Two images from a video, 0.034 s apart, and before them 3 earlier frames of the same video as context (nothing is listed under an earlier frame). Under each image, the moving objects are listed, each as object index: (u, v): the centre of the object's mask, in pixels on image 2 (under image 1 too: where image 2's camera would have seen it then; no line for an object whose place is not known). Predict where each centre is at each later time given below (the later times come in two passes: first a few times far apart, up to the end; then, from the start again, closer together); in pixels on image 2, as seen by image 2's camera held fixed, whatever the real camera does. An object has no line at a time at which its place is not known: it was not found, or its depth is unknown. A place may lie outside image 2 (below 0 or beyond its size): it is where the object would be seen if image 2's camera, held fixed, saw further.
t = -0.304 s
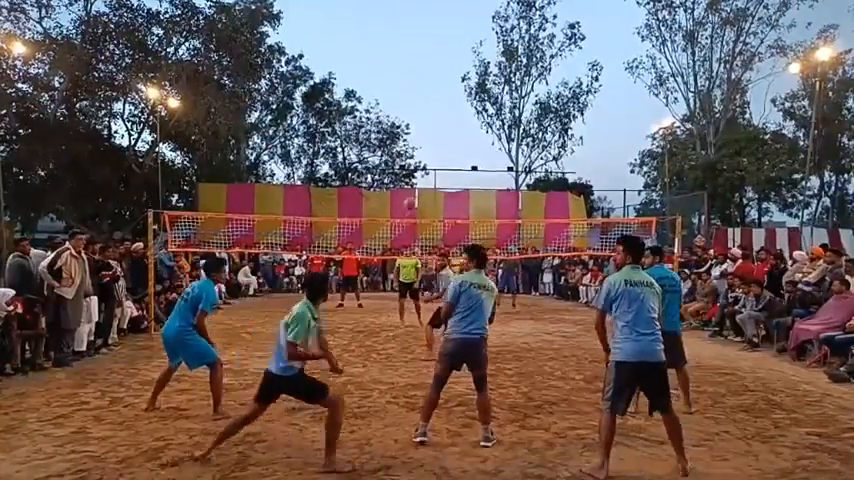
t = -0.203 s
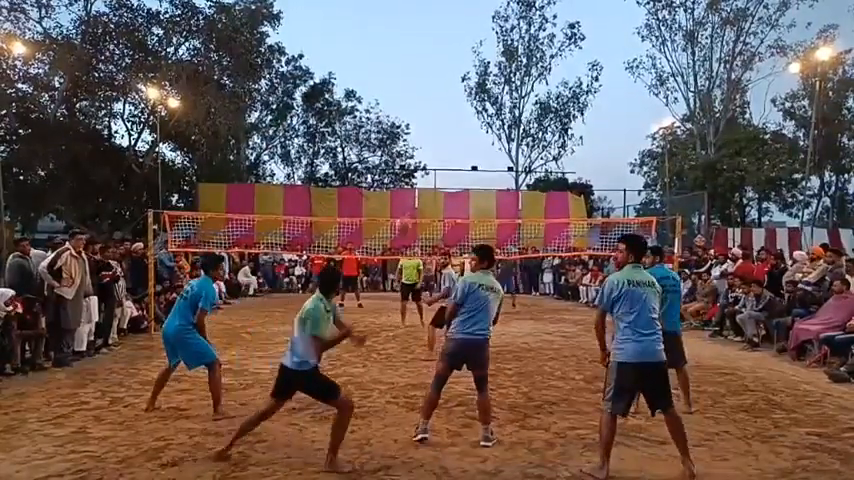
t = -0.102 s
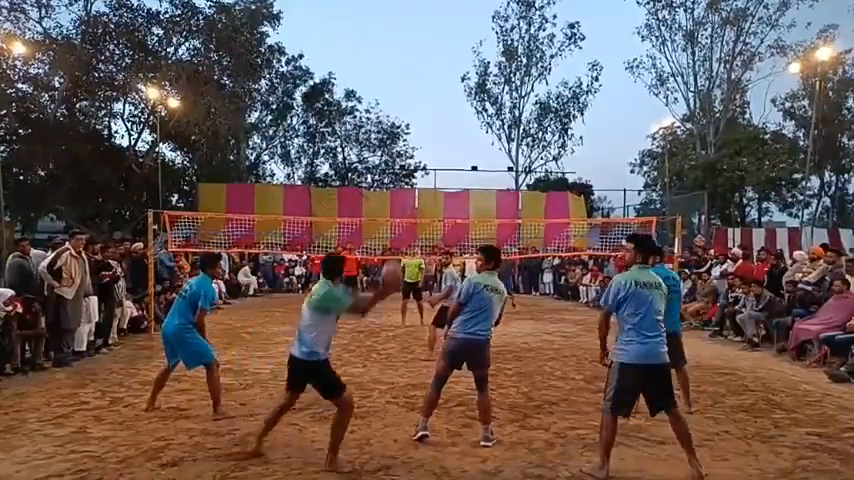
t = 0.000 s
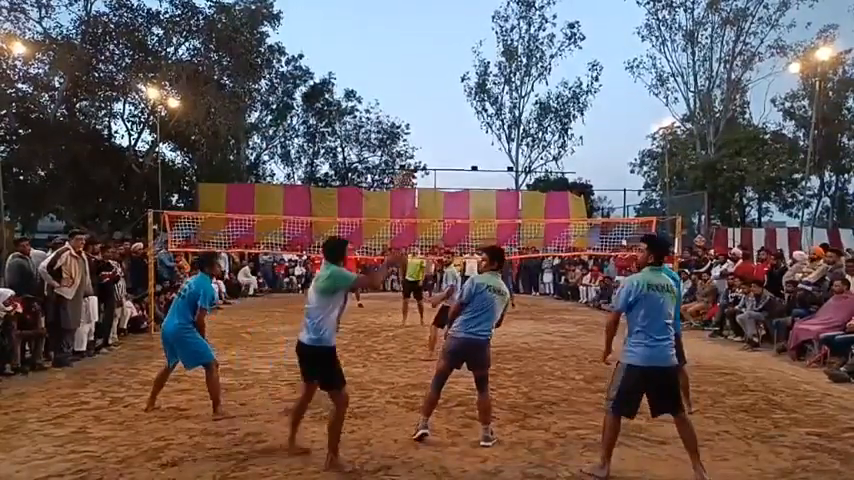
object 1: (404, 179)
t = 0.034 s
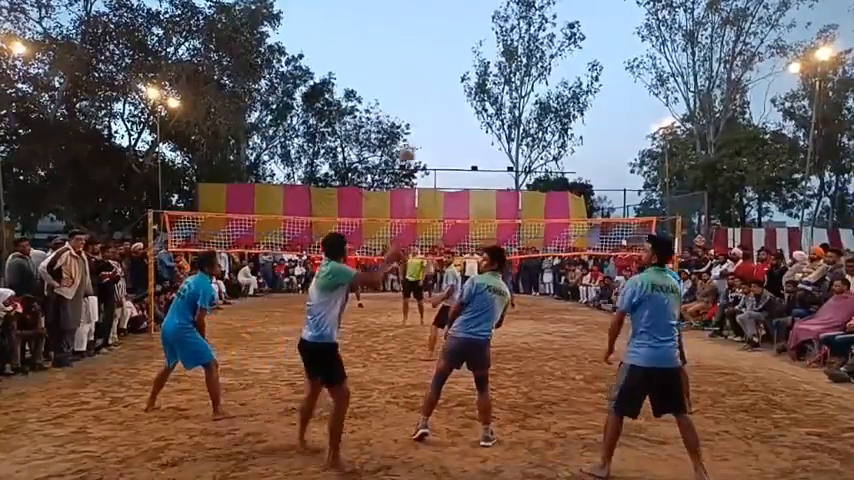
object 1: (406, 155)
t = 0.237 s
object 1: (421, 57)
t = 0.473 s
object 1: (431, 15)
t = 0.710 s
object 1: (438, 17)
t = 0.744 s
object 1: (439, 19)
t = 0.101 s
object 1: (412, 113)
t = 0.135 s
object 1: (414, 96)
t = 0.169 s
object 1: (416, 81)
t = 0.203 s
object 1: (418, 68)
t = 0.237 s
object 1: (421, 57)
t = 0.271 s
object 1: (422, 47)
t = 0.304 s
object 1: (424, 39)
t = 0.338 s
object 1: (426, 32)
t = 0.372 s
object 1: (427, 26)
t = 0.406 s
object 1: (429, 22)
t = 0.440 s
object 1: (430, 18)
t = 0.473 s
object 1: (431, 15)
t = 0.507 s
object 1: (433, 13)
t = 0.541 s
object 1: (434, 12)
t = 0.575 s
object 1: (435, 12)
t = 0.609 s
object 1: (436, 12)
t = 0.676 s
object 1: (437, 14)
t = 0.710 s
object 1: (438, 17)
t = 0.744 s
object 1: (439, 19)
